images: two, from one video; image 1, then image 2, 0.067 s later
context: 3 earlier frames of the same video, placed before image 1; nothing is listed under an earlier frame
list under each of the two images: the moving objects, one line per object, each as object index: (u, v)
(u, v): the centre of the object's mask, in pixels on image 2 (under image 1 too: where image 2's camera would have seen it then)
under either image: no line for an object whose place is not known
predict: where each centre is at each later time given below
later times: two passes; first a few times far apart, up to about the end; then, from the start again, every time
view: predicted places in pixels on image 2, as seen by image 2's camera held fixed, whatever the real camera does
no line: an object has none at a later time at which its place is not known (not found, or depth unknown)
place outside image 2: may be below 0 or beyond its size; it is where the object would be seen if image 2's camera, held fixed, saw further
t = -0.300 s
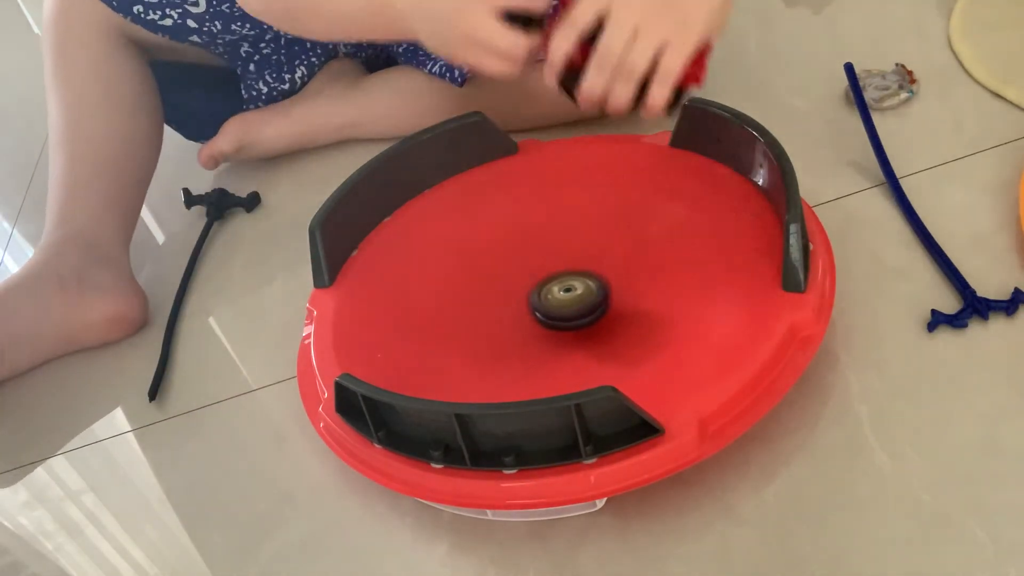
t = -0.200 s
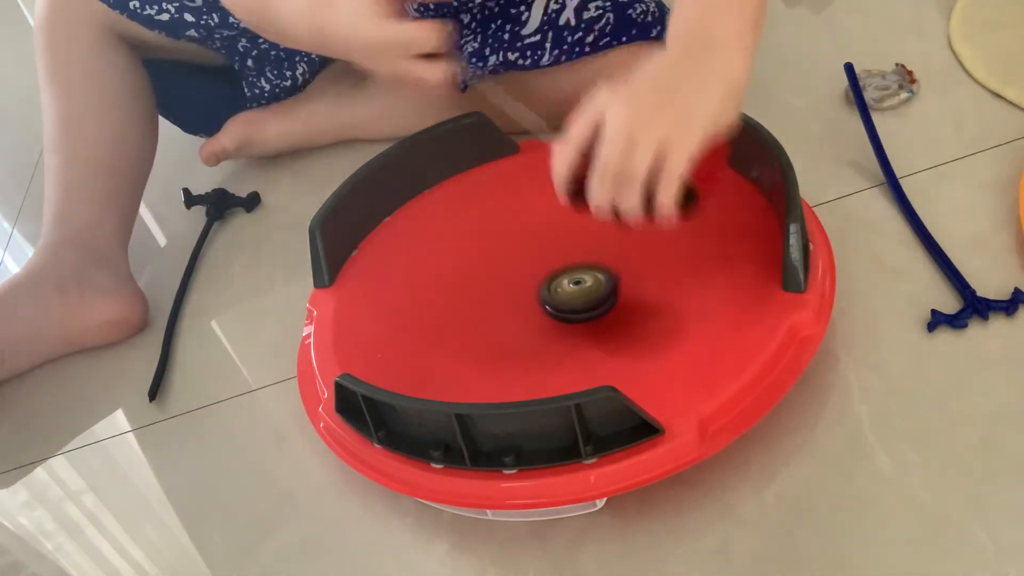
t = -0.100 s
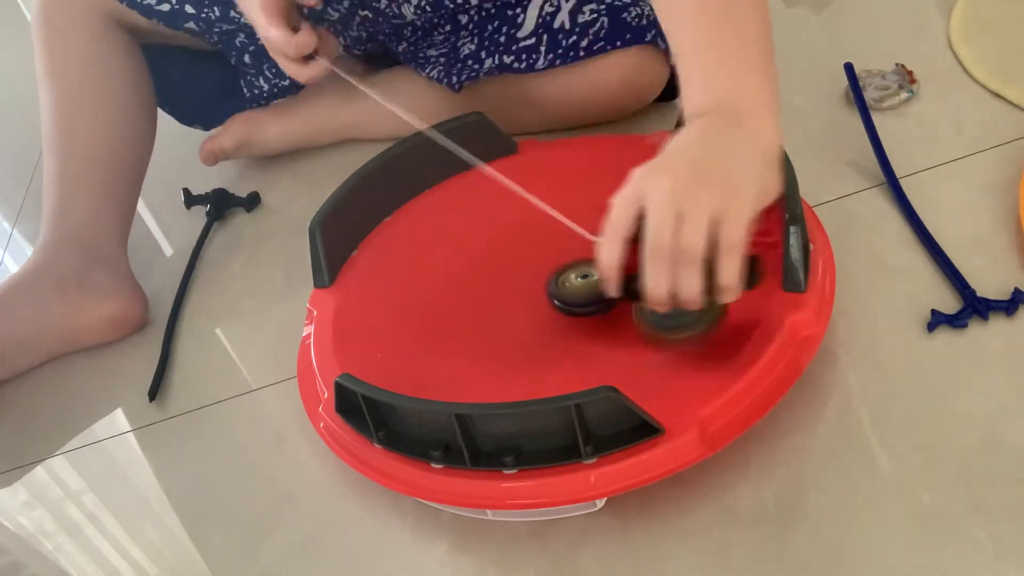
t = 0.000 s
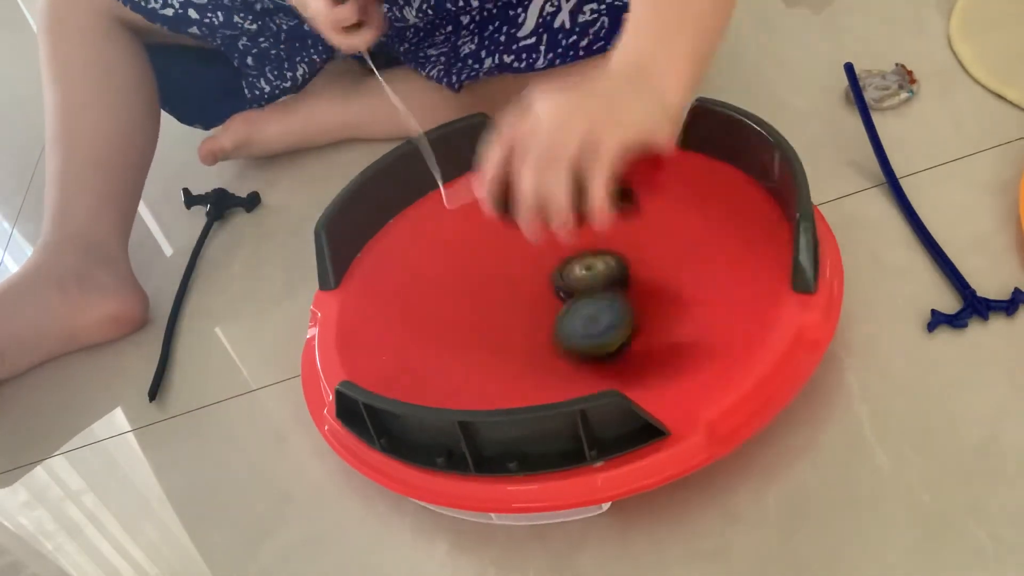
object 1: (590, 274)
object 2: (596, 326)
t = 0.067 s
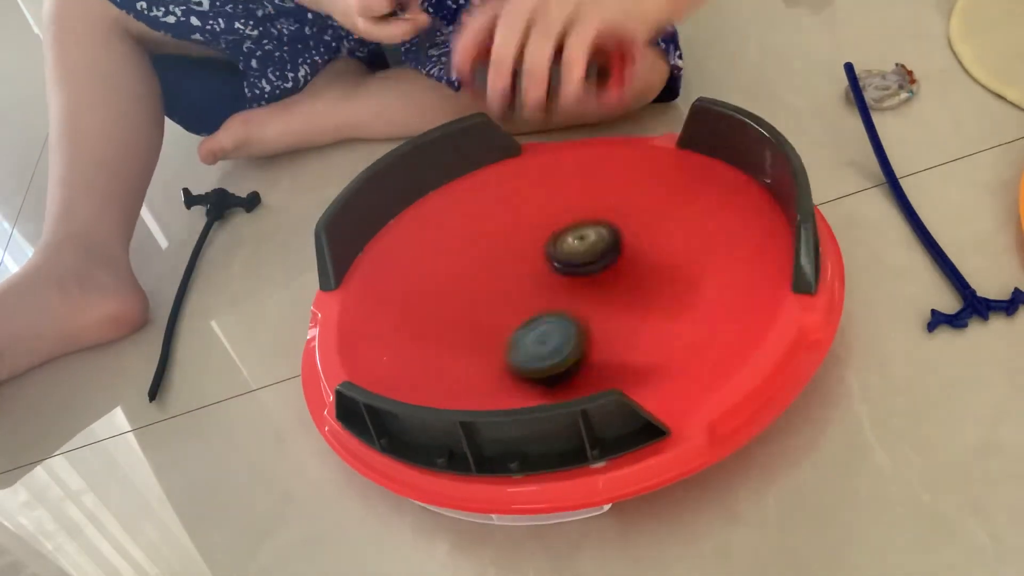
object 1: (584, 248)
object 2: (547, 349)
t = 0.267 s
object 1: (584, 210)
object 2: (456, 335)
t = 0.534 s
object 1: (601, 240)
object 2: (519, 275)
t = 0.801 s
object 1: (643, 264)
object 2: (448, 313)
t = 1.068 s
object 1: (559, 288)
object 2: (506, 350)
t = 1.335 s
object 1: (510, 266)
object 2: (565, 305)
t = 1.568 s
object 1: (479, 236)
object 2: (567, 273)
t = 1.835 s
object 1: (482, 204)
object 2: (609, 245)
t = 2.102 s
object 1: (486, 268)
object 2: (591, 233)
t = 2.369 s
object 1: (474, 316)
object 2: (596, 273)
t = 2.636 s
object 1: (489, 322)
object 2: (614, 299)
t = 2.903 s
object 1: (519, 324)
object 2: (605, 290)
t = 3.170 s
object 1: (494, 331)
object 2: (615, 278)
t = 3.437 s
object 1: (537, 311)
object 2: (586, 258)
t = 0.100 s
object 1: (581, 240)
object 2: (524, 352)
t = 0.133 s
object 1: (579, 227)
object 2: (503, 353)
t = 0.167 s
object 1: (578, 221)
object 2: (485, 351)
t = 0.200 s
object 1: (579, 216)
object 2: (471, 347)
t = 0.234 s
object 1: (581, 210)
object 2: (462, 342)
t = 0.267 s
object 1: (584, 210)
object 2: (456, 335)
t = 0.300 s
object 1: (588, 210)
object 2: (455, 328)
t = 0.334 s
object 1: (592, 210)
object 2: (458, 320)
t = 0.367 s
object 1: (596, 213)
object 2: (465, 312)
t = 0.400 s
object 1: (600, 217)
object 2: (474, 304)
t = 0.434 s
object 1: (601, 221)
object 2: (485, 296)
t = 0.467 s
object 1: (603, 226)
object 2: (497, 288)
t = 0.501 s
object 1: (603, 233)
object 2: (509, 281)
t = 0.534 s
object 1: (601, 240)
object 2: (519, 275)
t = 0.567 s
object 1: (609, 246)
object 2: (516, 273)
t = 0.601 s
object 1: (624, 244)
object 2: (501, 278)
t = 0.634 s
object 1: (635, 244)
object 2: (486, 283)
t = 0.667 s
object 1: (645, 248)
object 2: (472, 288)
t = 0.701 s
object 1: (649, 251)
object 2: (461, 293)
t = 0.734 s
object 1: (649, 253)
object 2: (454, 299)
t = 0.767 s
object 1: (648, 259)
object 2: (449, 306)
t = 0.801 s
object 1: (643, 264)
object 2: (448, 313)
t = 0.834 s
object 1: (636, 267)
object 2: (449, 320)
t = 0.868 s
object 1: (627, 272)
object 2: (453, 327)
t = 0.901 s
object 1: (616, 278)
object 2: (459, 334)
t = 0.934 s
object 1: (604, 281)
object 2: (467, 339)
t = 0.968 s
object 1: (592, 283)
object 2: (477, 344)
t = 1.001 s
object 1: (580, 286)
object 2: (486, 347)
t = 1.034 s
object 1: (569, 287)
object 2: (496, 350)
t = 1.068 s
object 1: (559, 288)
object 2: (506, 350)
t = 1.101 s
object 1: (550, 287)
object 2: (516, 348)
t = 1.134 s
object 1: (543, 285)
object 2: (528, 346)
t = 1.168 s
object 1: (536, 283)
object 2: (538, 341)
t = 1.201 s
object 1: (529, 280)
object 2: (546, 336)
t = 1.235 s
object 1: (523, 277)
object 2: (553, 329)
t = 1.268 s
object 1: (518, 273)
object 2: (559, 322)
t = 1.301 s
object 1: (514, 270)
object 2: (564, 313)
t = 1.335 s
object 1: (510, 266)
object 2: (565, 305)
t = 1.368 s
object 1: (507, 263)
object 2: (565, 298)
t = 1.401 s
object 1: (504, 260)
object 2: (563, 291)
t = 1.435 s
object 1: (501, 256)
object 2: (561, 285)
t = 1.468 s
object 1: (496, 251)
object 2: (560, 281)
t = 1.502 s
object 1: (494, 246)
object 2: (557, 275)
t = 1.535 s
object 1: (492, 243)
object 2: (555, 272)
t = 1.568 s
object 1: (479, 236)
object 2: (567, 273)
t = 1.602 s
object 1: (469, 223)
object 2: (576, 273)
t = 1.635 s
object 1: (463, 216)
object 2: (584, 271)
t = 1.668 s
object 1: (460, 210)
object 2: (591, 269)
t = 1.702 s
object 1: (460, 204)
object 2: (598, 265)
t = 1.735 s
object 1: (463, 203)
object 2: (604, 261)
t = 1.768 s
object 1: (468, 201)
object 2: (609, 256)
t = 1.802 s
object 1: (474, 201)
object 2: (611, 250)
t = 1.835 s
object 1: (482, 204)
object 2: (609, 245)
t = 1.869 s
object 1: (491, 209)
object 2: (605, 239)
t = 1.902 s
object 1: (501, 215)
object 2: (597, 234)
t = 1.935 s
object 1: (511, 224)
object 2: (588, 231)
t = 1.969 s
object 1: (506, 235)
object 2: (591, 230)
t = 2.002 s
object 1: (499, 242)
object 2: (593, 230)
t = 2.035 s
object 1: (494, 251)
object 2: (593, 231)
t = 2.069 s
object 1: (490, 261)
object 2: (592, 231)
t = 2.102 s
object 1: (486, 268)
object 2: (591, 233)
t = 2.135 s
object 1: (484, 276)
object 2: (590, 236)
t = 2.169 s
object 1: (482, 285)
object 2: (588, 240)
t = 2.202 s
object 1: (479, 291)
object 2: (587, 246)
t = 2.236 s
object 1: (477, 298)
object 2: (587, 250)
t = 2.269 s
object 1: (476, 304)
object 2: (588, 255)
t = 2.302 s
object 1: (474, 308)
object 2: (590, 261)
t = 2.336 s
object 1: (474, 313)
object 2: (593, 266)
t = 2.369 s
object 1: (474, 316)
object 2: (596, 273)
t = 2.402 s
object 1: (474, 319)
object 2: (599, 278)
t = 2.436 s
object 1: (475, 321)
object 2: (601, 284)
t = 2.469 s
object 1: (476, 322)
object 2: (604, 290)
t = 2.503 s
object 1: (478, 323)
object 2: (607, 294)
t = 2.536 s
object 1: (481, 323)
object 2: (608, 297)
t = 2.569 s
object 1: (483, 323)
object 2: (610, 299)
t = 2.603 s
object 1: (486, 322)
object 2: (612, 299)
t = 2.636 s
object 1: (489, 322)
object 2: (614, 299)
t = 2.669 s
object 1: (493, 321)
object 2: (616, 298)
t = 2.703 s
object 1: (497, 320)
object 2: (618, 297)
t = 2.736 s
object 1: (502, 319)
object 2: (619, 295)
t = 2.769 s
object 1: (507, 319)
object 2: (619, 294)
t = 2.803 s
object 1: (511, 318)
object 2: (616, 293)
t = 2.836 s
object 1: (516, 318)
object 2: (612, 292)
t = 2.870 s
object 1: (520, 319)
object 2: (606, 292)
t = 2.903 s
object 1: (519, 324)
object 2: (605, 290)
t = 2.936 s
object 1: (515, 327)
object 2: (606, 290)
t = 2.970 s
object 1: (513, 325)
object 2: (604, 291)
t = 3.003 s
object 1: (513, 328)
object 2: (601, 292)
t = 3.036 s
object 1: (514, 328)
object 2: (598, 294)
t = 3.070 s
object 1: (511, 328)
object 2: (599, 294)
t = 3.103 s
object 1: (501, 332)
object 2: (607, 289)
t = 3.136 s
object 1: (496, 332)
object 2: (613, 284)
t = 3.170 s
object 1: (494, 331)
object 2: (615, 278)
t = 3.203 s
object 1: (494, 330)
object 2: (615, 271)
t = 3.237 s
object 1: (497, 328)
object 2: (613, 265)
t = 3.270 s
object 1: (502, 324)
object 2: (609, 260)
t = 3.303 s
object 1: (508, 322)
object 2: (604, 257)
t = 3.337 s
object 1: (515, 319)
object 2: (600, 256)
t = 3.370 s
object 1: (522, 315)
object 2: (595, 256)
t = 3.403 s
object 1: (529, 312)
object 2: (591, 257)
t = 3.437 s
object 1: (537, 311)
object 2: (586, 258)
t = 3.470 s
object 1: (541, 317)
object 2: (585, 254)
